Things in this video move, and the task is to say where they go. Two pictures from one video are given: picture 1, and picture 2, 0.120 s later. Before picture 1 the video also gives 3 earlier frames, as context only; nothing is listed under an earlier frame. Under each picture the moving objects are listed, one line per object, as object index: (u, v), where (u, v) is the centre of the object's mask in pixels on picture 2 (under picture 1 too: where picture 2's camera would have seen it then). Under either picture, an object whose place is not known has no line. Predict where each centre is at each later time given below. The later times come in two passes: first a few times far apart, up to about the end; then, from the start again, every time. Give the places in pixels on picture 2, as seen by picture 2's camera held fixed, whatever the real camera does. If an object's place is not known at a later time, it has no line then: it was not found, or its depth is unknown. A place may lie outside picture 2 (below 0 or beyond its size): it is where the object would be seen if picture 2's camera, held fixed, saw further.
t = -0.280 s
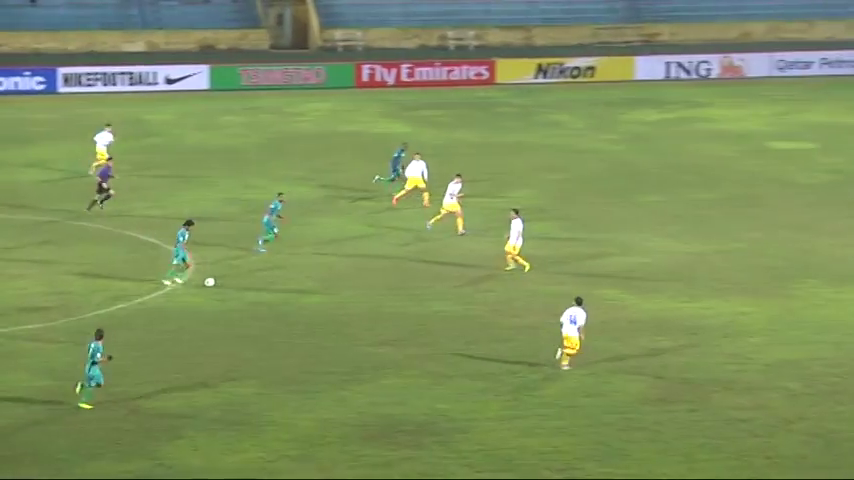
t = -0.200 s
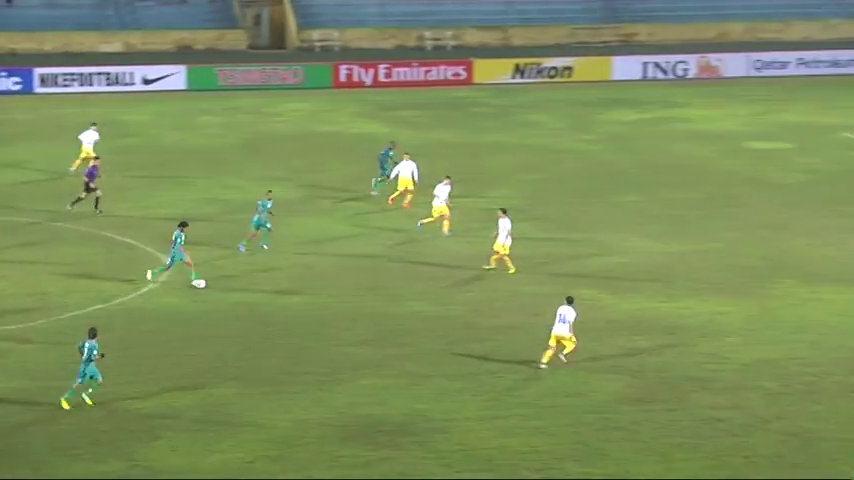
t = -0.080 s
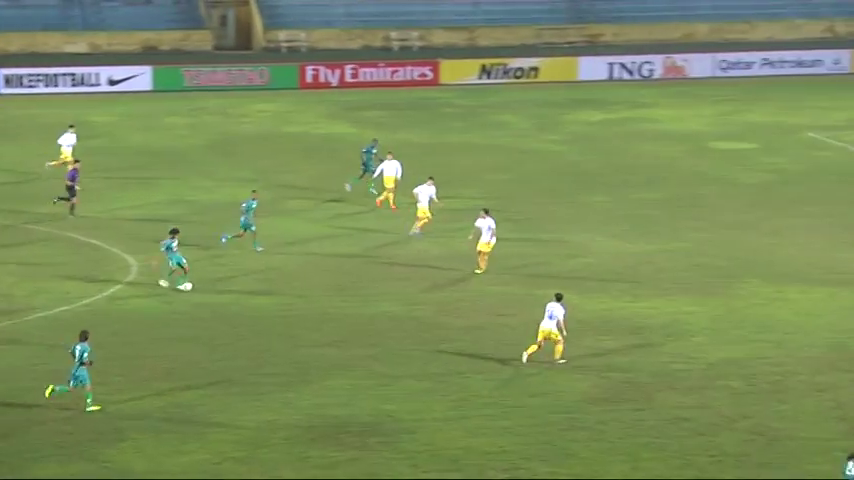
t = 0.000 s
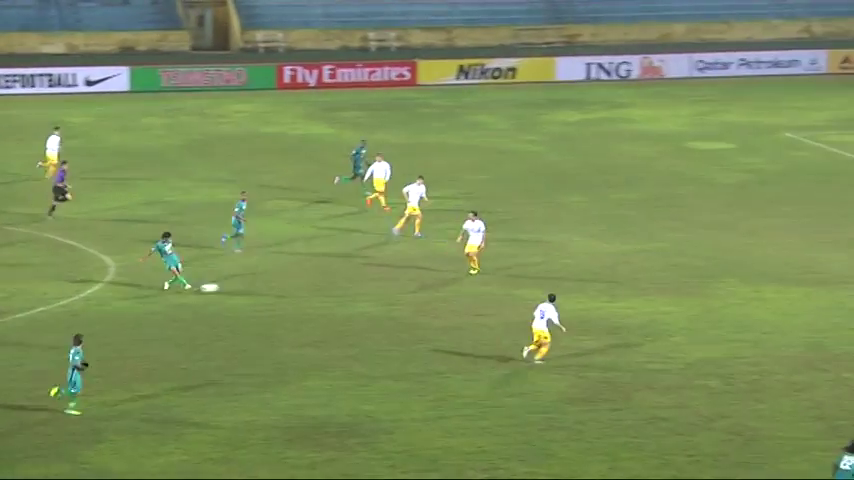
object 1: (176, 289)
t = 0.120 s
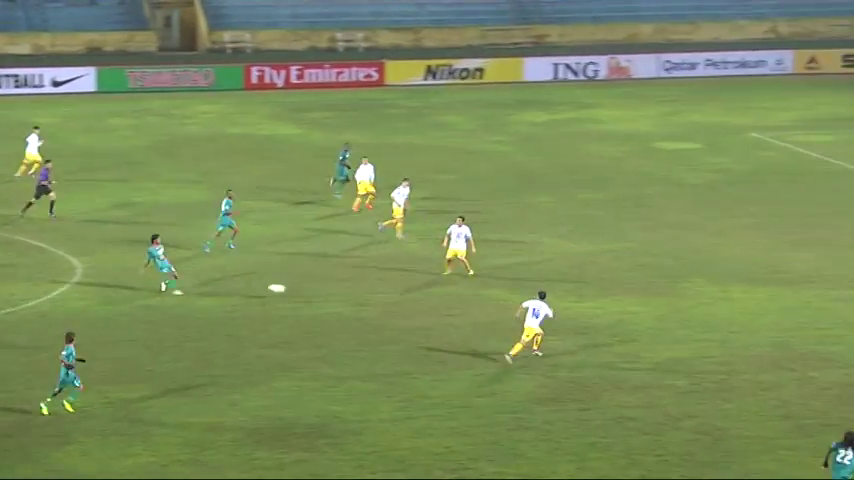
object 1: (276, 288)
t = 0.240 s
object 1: (373, 297)
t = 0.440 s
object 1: (517, 302)
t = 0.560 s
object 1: (598, 311)
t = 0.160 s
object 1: (309, 290)
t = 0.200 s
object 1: (341, 293)
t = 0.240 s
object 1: (373, 297)
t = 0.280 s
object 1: (404, 302)
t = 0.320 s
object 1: (434, 302)
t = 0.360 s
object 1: (461, 301)
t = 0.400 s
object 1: (490, 301)
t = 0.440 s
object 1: (517, 302)
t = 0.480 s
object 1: (545, 304)
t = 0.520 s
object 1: (572, 307)
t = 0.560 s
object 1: (598, 311)
